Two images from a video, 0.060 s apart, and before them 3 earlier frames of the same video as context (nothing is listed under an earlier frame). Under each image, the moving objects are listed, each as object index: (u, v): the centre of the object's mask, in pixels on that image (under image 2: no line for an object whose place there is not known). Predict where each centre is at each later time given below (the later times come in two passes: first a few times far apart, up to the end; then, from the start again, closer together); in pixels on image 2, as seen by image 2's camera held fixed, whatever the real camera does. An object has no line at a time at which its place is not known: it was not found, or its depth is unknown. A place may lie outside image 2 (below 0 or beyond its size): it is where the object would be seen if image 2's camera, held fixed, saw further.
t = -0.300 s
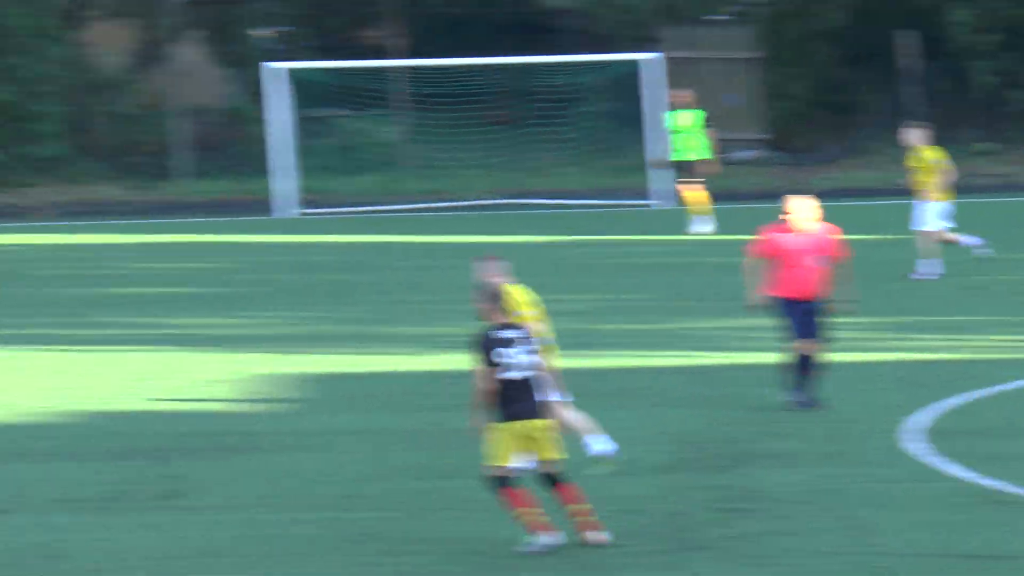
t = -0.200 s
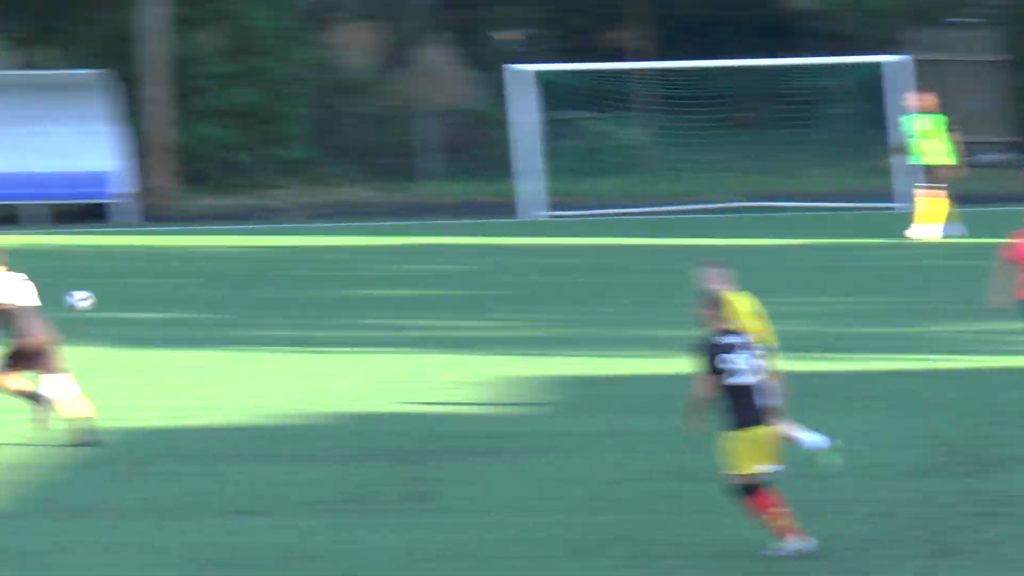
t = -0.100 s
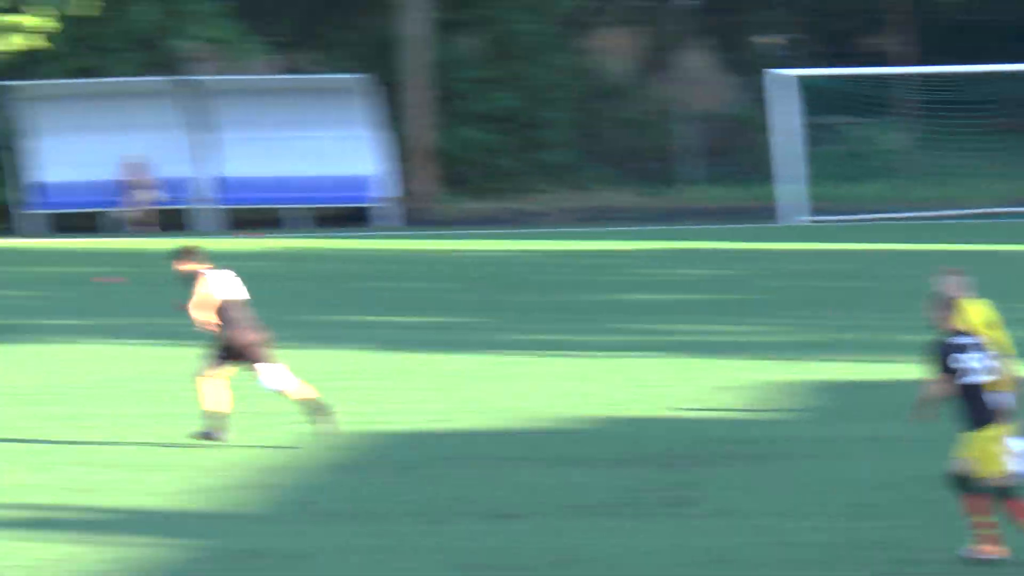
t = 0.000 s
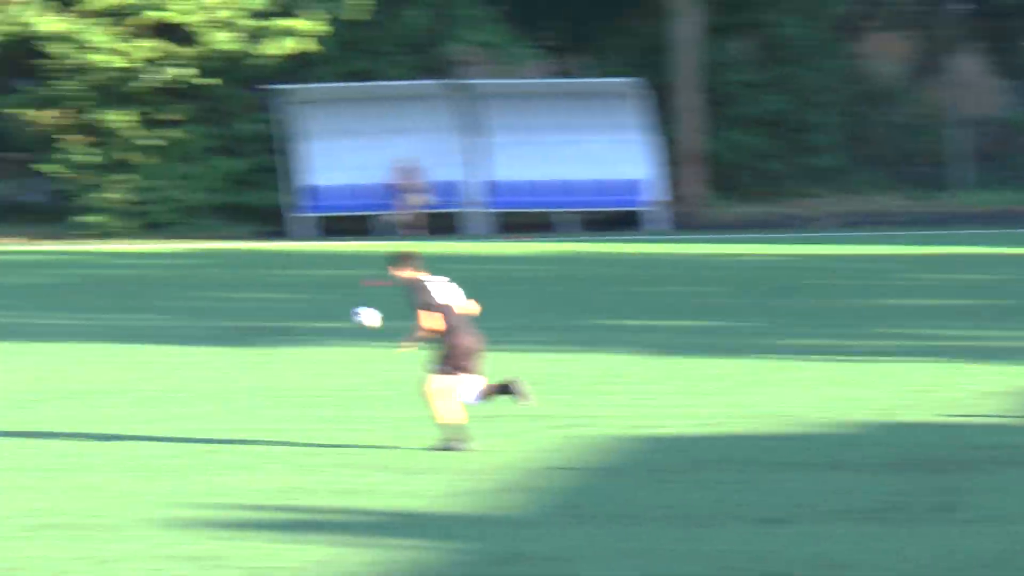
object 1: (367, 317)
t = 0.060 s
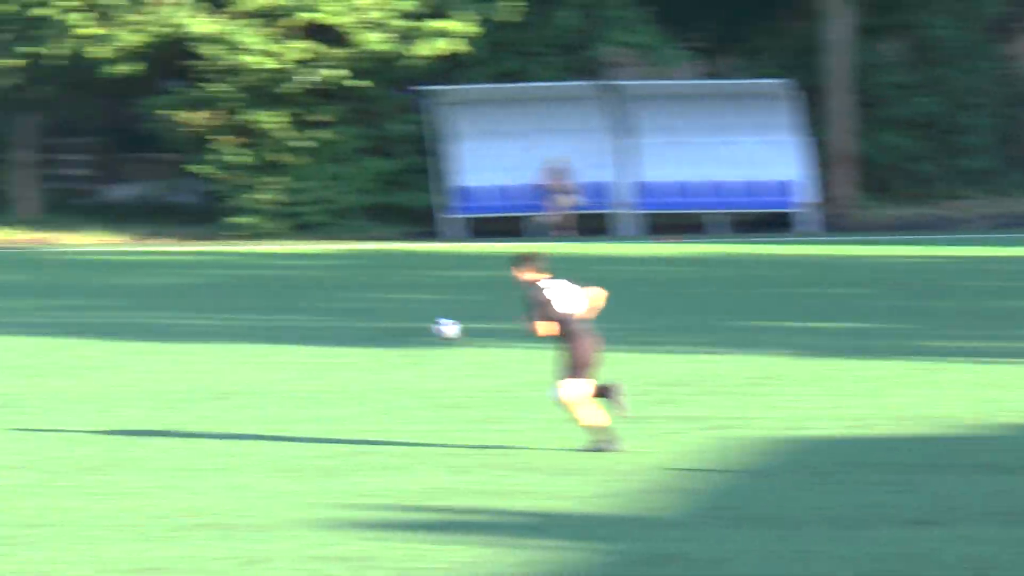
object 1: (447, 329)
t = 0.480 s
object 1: (95, 328)
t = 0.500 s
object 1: (78, 327)
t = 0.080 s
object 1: (427, 333)
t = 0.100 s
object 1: (409, 333)
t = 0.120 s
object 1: (393, 330)
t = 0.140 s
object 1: (376, 327)
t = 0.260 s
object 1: (270, 324)
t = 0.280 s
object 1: (253, 325)
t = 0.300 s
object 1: (237, 326)
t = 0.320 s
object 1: (221, 327)
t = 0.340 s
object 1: (206, 329)
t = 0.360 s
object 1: (191, 331)
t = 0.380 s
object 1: (176, 333)
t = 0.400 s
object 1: (161, 335)
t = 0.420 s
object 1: (144, 333)
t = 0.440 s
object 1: (127, 330)
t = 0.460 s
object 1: (111, 329)
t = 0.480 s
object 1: (95, 328)
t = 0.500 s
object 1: (78, 327)
